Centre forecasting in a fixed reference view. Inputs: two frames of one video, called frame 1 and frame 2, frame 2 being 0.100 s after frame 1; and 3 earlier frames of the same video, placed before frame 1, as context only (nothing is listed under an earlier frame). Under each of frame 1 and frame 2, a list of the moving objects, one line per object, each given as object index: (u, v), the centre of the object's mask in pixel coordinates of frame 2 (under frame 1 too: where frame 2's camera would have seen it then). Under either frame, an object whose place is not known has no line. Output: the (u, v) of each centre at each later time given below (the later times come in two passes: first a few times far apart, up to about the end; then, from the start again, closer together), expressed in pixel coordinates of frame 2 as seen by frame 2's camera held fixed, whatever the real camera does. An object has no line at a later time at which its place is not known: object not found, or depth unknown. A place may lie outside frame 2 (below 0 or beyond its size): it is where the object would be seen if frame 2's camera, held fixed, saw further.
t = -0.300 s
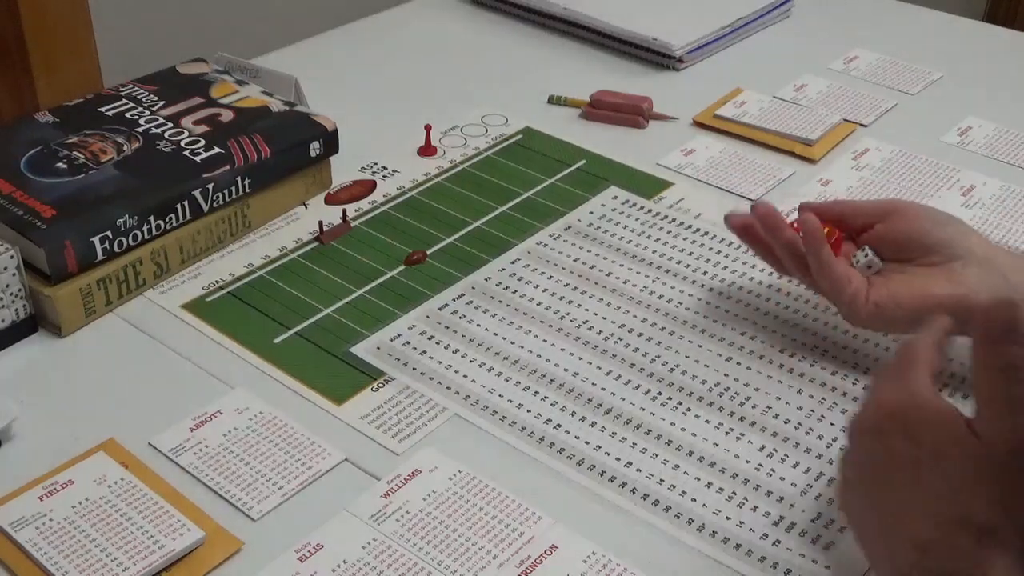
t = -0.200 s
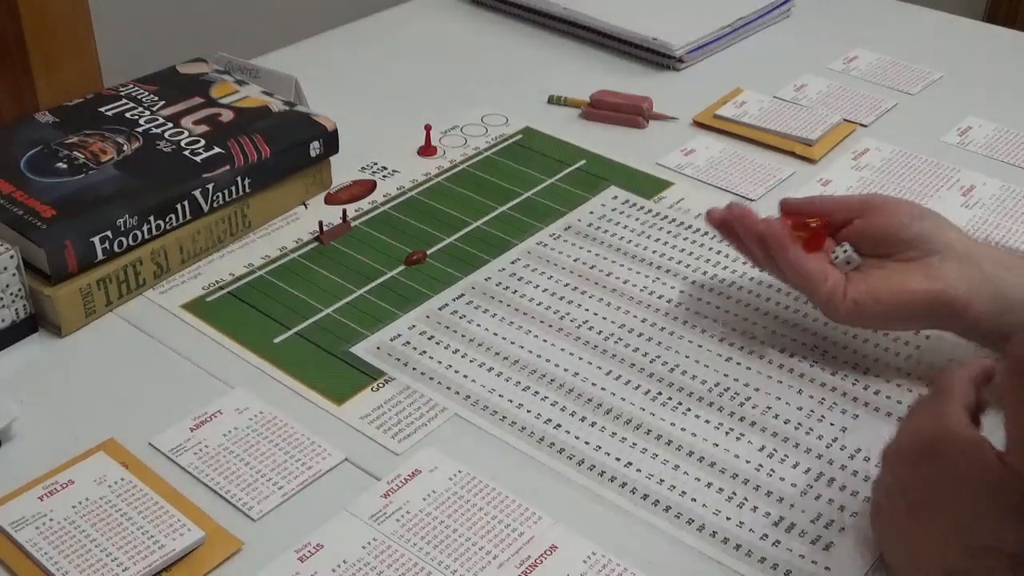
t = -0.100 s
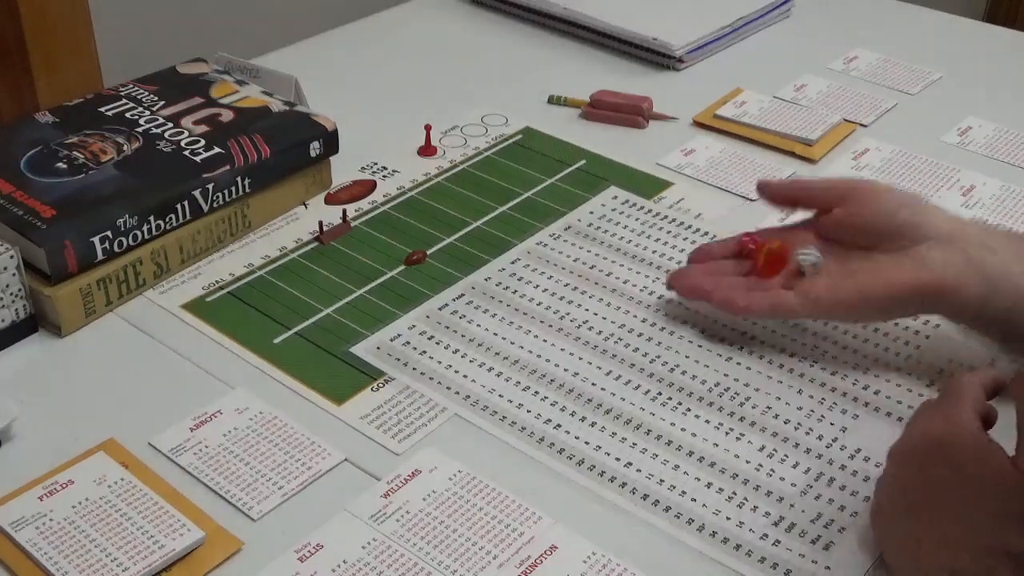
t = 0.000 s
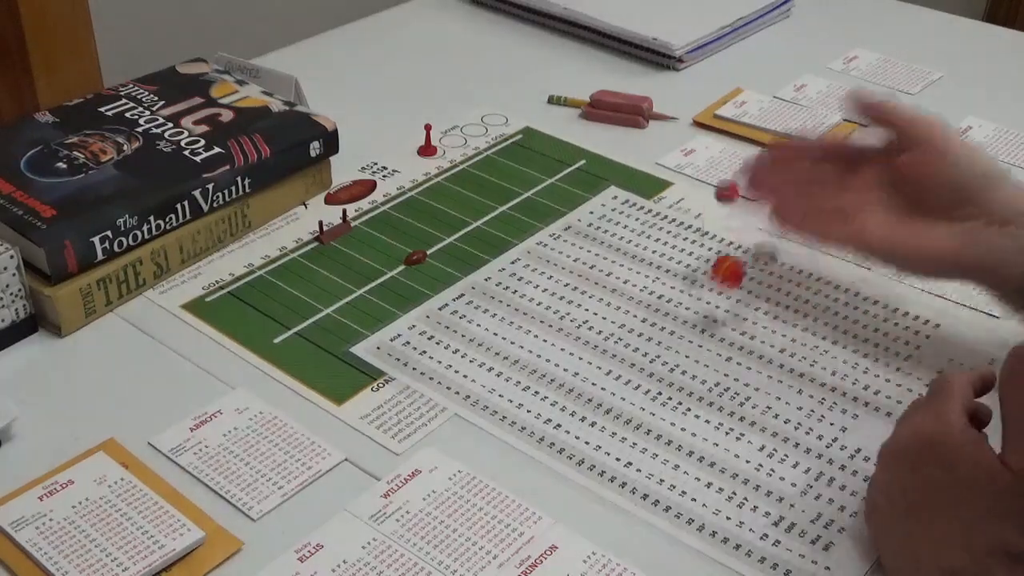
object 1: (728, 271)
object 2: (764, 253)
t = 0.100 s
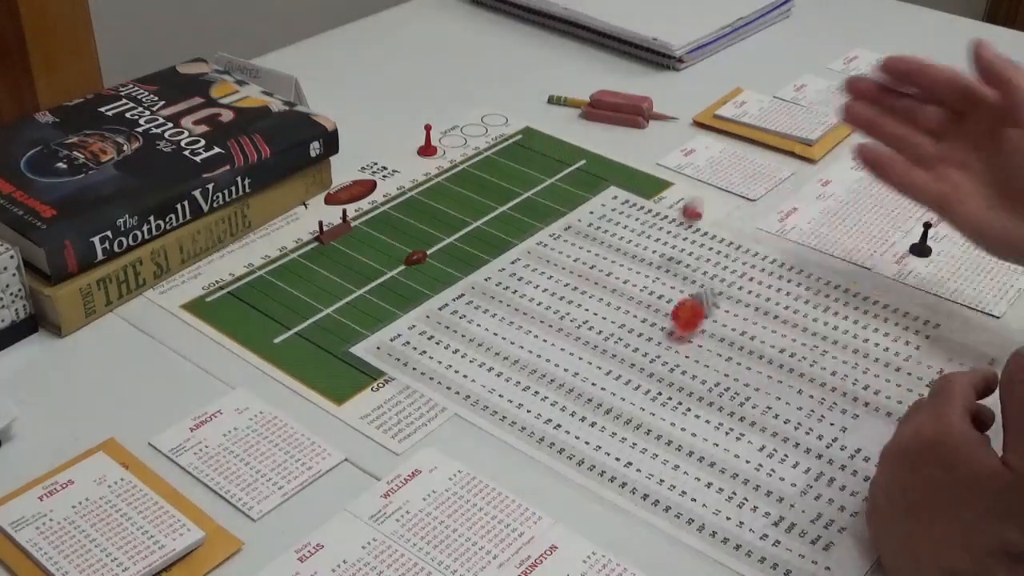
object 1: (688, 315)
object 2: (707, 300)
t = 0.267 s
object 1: (645, 353)
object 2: (654, 286)
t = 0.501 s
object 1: (630, 364)
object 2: (653, 286)
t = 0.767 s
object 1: (630, 364)
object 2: (653, 286)
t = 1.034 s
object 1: (630, 364)
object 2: (653, 286)
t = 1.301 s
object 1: (630, 364)
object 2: (653, 286)
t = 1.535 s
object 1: (630, 364)
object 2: (653, 286)
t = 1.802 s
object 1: (630, 364)
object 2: (653, 286)
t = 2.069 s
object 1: (630, 364)
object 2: (653, 286)
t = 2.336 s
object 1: (630, 364)
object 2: (653, 286)
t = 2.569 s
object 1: (630, 364)
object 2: (653, 286)
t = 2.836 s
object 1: (630, 364)
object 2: (653, 286)
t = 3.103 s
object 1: (630, 364)
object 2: (653, 286)
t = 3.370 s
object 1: (630, 364)
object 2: (653, 286)
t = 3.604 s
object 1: (630, 364)
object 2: (653, 286)
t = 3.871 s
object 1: (630, 364)
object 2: (653, 286)
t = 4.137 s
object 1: (630, 364)
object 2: (653, 286)
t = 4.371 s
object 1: (630, 364)
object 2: (653, 286)
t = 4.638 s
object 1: (630, 364)
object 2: (653, 286)
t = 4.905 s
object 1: (630, 364)
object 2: (653, 286)
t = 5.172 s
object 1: (630, 364)
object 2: (653, 286)
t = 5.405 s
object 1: (630, 364)
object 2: (653, 286)
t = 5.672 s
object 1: (630, 364)
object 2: (653, 286)
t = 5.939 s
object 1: (630, 364)
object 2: (653, 286)
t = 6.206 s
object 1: (630, 364)
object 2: (653, 286)
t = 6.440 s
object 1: (630, 364)
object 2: (653, 286)
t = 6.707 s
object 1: (630, 364)
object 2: (653, 286)
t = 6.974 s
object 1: (630, 364)
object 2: (653, 286)
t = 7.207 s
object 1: (630, 364)
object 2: (653, 286)
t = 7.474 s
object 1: (630, 364)
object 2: (653, 286)
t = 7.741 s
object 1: (630, 364)
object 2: (653, 286)
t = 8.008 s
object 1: (630, 364)
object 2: (653, 286)
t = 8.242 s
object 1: (630, 364)
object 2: (653, 286)
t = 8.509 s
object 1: (630, 364)
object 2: (653, 286)
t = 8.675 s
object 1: (630, 364)
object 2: (653, 286)
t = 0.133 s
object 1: (676, 327)
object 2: (690, 296)
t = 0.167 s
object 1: (668, 336)
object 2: (678, 293)
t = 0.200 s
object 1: (660, 341)
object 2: (667, 290)
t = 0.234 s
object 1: (653, 347)
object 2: (659, 287)
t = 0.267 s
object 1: (645, 353)
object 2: (654, 286)
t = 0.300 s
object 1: (639, 358)
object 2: (653, 286)
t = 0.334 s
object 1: (634, 361)
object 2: (653, 286)
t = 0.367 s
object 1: (631, 363)
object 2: (653, 286)
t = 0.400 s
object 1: (630, 364)
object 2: (653, 286)
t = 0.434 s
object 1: (630, 364)
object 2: (653, 286)
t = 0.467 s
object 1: (630, 364)
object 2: (653, 286)
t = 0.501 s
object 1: (630, 364)
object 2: (653, 286)
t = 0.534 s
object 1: (630, 364)
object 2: (653, 286)
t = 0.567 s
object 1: (630, 364)
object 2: (653, 286)
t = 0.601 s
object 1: (630, 364)
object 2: (653, 286)
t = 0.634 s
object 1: (630, 364)
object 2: (653, 286)
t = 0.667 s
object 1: (630, 364)
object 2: (653, 286)
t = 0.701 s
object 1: (630, 364)
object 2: (653, 286)
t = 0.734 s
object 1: (630, 364)
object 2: (653, 286)
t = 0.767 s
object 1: (630, 364)
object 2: (653, 286)
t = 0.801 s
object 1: (630, 364)
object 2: (653, 286)
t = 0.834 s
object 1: (630, 364)
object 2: (653, 286)
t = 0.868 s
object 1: (630, 364)
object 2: (653, 286)
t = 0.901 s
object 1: (630, 364)
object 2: (653, 286)
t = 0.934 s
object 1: (630, 364)
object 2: (653, 286)
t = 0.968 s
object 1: (630, 364)
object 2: (653, 286)
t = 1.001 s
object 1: (630, 364)
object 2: (653, 286)
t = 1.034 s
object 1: (630, 364)
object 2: (653, 286)
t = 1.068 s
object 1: (630, 364)
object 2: (653, 286)
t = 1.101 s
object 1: (630, 364)
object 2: (653, 286)
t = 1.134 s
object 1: (630, 364)
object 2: (653, 286)
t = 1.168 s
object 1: (630, 364)
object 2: (653, 286)
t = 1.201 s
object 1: (630, 364)
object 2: (653, 286)
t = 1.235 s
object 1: (630, 364)
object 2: (653, 286)
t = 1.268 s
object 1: (630, 364)
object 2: (653, 286)
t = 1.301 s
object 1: (630, 364)
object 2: (653, 286)
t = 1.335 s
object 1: (630, 364)
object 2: (653, 286)
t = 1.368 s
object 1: (630, 364)
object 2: (653, 286)
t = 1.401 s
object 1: (630, 364)
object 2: (653, 286)
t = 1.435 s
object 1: (630, 364)
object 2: (653, 286)
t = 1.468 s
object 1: (630, 364)
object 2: (653, 286)
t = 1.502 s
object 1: (630, 364)
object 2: (653, 286)
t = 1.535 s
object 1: (630, 364)
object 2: (653, 286)
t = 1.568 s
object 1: (630, 364)
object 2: (653, 286)
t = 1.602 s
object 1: (630, 364)
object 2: (653, 286)
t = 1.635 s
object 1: (630, 364)
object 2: (653, 286)
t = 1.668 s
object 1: (630, 364)
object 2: (653, 286)
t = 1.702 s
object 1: (630, 364)
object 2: (653, 286)
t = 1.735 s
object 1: (630, 364)
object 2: (653, 286)
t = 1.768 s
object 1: (630, 364)
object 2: (653, 286)
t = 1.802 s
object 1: (630, 364)
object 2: (653, 286)
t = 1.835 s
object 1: (630, 364)
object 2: (653, 286)
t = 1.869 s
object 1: (630, 364)
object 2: (653, 286)
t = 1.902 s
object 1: (630, 364)
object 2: (653, 286)
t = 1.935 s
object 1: (630, 364)
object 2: (653, 286)
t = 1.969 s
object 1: (630, 364)
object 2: (653, 286)
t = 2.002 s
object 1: (630, 364)
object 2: (653, 286)
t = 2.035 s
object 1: (630, 364)
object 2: (653, 286)
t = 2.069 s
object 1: (630, 364)
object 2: (653, 286)
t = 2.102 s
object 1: (630, 364)
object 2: (653, 286)
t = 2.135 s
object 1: (630, 364)
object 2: (653, 286)
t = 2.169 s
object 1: (630, 364)
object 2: (653, 286)
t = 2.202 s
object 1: (630, 364)
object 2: (653, 286)
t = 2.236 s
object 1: (630, 364)
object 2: (653, 286)
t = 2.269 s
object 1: (630, 364)
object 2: (653, 286)
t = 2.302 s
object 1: (630, 364)
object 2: (653, 286)
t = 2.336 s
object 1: (630, 364)
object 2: (653, 286)
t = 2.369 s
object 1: (630, 364)
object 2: (653, 286)
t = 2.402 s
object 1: (630, 364)
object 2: (653, 286)
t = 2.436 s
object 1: (630, 364)
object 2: (653, 286)
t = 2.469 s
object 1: (630, 364)
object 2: (653, 286)
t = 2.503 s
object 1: (630, 364)
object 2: (653, 286)
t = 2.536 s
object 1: (630, 364)
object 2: (653, 286)
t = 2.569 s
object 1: (630, 364)
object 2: (653, 286)
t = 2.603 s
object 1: (630, 364)
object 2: (653, 286)
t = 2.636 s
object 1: (630, 364)
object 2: (653, 286)
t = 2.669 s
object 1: (630, 364)
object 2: (653, 286)
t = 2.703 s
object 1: (630, 364)
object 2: (653, 286)
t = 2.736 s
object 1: (630, 364)
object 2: (653, 286)
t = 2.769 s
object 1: (630, 364)
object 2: (653, 286)
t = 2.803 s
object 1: (630, 364)
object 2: (653, 286)
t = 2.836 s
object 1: (630, 364)
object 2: (653, 286)
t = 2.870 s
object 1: (630, 364)
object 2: (653, 286)
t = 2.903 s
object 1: (630, 364)
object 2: (653, 286)
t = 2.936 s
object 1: (630, 364)
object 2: (653, 286)
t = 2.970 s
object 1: (630, 364)
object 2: (653, 286)
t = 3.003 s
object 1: (630, 364)
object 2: (653, 286)
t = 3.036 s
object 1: (630, 364)
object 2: (653, 286)
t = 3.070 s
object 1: (630, 364)
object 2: (653, 286)
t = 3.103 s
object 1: (630, 364)
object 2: (653, 286)
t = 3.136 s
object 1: (630, 364)
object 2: (653, 286)
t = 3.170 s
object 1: (630, 364)
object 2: (653, 286)
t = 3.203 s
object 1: (630, 364)
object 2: (653, 286)
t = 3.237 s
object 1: (630, 364)
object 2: (653, 286)
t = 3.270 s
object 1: (630, 364)
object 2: (653, 286)
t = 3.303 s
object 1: (630, 364)
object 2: (653, 286)
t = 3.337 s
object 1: (630, 364)
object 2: (653, 286)
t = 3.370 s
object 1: (630, 364)
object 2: (653, 286)
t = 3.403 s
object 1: (630, 364)
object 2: (653, 286)
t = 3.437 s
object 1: (630, 364)
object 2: (653, 286)
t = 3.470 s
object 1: (630, 364)
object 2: (653, 286)
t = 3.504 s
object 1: (630, 364)
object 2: (653, 286)
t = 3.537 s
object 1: (630, 364)
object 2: (653, 286)
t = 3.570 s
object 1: (630, 364)
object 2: (653, 286)
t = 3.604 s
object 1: (630, 364)
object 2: (653, 286)
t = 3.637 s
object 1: (630, 364)
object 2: (653, 286)
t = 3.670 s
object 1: (630, 364)
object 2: (653, 286)
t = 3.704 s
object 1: (630, 364)
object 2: (653, 286)
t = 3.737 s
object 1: (630, 364)
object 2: (653, 286)
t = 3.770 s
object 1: (630, 364)
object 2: (653, 286)
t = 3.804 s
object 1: (630, 364)
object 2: (653, 286)
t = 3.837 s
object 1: (630, 364)
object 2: (653, 286)
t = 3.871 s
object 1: (630, 364)
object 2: (653, 286)
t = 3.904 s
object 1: (630, 364)
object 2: (653, 286)
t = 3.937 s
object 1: (630, 364)
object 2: (653, 286)
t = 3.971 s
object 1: (630, 364)
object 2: (653, 286)
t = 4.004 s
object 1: (630, 364)
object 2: (653, 286)
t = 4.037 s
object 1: (630, 364)
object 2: (653, 286)
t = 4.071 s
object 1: (630, 364)
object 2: (653, 286)
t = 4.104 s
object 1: (630, 364)
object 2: (653, 286)
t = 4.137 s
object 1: (630, 364)
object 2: (653, 286)
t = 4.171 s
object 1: (630, 364)
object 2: (653, 286)
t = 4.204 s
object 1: (630, 364)
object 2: (653, 286)
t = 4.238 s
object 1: (630, 364)
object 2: (653, 286)
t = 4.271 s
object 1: (630, 364)
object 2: (653, 286)
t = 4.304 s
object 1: (630, 364)
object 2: (653, 286)
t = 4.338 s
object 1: (630, 364)
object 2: (653, 286)
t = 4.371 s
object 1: (630, 364)
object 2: (653, 286)
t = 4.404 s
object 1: (630, 364)
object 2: (653, 286)
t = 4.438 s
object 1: (630, 364)
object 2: (653, 286)
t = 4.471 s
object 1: (630, 364)
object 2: (653, 286)
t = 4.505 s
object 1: (630, 364)
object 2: (653, 286)
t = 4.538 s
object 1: (630, 364)
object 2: (653, 286)
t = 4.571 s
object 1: (630, 364)
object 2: (653, 286)
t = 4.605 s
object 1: (630, 364)
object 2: (653, 286)
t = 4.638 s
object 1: (630, 364)
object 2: (653, 286)
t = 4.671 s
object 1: (630, 364)
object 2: (653, 286)
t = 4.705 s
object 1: (630, 364)
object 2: (653, 286)
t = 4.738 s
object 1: (630, 364)
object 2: (653, 286)
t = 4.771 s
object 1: (630, 364)
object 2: (653, 286)
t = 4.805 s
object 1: (630, 364)
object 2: (653, 286)
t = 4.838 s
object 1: (630, 364)
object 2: (653, 286)
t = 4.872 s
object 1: (630, 364)
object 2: (653, 286)
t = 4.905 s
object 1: (630, 364)
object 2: (653, 286)
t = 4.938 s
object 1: (630, 364)
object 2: (653, 286)
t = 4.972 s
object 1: (630, 364)
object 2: (653, 286)
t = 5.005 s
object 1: (630, 364)
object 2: (653, 286)
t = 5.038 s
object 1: (630, 364)
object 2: (653, 286)
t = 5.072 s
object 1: (630, 364)
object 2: (653, 286)
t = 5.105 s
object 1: (630, 364)
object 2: (653, 286)
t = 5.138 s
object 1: (630, 364)
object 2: (653, 286)
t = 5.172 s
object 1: (630, 364)
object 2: (653, 286)
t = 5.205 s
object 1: (630, 364)
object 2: (653, 286)
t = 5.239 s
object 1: (630, 364)
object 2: (653, 286)
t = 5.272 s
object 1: (630, 364)
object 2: (653, 286)
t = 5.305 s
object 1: (630, 364)
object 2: (653, 286)
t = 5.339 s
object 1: (630, 364)
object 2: (653, 286)
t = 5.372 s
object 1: (630, 364)
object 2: (653, 286)
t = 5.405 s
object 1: (630, 364)
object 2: (653, 286)
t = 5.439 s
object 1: (630, 364)
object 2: (653, 286)
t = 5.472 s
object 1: (630, 364)
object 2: (653, 286)
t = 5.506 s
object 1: (630, 364)
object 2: (653, 286)
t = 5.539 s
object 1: (630, 364)
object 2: (653, 286)
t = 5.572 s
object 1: (630, 364)
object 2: (653, 286)
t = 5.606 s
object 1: (630, 364)
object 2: (653, 286)
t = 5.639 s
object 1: (630, 364)
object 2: (653, 286)
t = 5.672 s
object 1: (630, 364)
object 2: (653, 286)
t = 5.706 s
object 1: (630, 364)
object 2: (653, 286)
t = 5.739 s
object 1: (630, 364)
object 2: (653, 286)
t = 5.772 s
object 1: (630, 364)
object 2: (653, 286)
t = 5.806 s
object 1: (630, 364)
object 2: (653, 286)
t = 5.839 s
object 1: (630, 364)
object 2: (653, 286)
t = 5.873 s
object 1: (630, 364)
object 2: (653, 286)
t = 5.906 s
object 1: (630, 364)
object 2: (653, 286)
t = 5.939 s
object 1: (630, 364)
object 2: (653, 286)
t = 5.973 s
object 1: (630, 364)
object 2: (653, 286)
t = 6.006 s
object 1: (630, 364)
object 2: (653, 286)
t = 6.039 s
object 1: (630, 364)
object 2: (653, 286)
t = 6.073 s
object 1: (630, 364)
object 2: (653, 286)
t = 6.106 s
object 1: (630, 364)
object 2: (653, 286)
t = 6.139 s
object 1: (630, 364)
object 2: (653, 286)
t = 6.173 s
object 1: (630, 364)
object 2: (653, 286)
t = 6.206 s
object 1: (630, 364)
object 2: (653, 286)
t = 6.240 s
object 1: (630, 364)
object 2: (653, 286)
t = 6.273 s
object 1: (630, 364)
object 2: (653, 286)
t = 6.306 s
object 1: (630, 364)
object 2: (653, 286)
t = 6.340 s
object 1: (630, 364)
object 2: (653, 286)
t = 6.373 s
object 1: (630, 364)
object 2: (653, 286)
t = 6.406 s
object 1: (630, 364)
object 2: (653, 286)
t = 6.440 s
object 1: (630, 364)
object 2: (653, 286)
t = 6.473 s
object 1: (630, 364)
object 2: (653, 286)
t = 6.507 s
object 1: (630, 364)
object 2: (653, 286)
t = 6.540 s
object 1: (630, 364)
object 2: (653, 286)
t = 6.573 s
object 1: (630, 364)
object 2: (653, 286)
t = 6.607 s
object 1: (630, 364)
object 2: (653, 286)
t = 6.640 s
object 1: (630, 364)
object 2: (653, 286)
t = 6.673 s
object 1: (630, 364)
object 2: (653, 286)
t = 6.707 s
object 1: (630, 364)
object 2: (653, 286)
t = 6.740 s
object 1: (630, 364)
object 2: (653, 286)
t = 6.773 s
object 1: (630, 364)
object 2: (653, 286)
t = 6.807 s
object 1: (630, 364)
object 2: (653, 286)
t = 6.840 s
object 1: (630, 364)
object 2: (653, 286)
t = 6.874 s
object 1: (630, 364)
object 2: (653, 286)
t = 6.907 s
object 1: (630, 364)
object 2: (653, 286)
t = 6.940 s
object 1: (630, 364)
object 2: (653, 286)
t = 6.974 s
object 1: (630, 364)
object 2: (653, 286)
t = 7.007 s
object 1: (630, 364)
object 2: (653, 286)
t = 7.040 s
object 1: (630, 364)
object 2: (653, 286)
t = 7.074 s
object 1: (630, 364)
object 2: (653, 286)
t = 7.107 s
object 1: (630, 364)
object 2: (653, 286)
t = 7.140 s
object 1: (630, 364)
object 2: (653, 286)
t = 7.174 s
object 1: (630, 364)
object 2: (653, 286)
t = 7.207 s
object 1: (630, 364)
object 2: (653, 286)
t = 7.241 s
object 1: (630, 364)
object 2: (653, 286)
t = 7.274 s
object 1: (630, 364)
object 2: (653, 286)
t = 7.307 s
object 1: (630, 364)
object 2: (653, 286)
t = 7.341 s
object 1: (630, 364)
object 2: (653, 286)
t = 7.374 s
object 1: (630, 364)
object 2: (653, 286)
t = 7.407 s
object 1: (630, 364)
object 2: (653, 286)
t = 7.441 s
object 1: (630, 364)
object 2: (653, 286)
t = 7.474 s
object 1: (630, 364)
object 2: (653, 286)
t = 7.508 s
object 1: (630, 364)
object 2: (653, 286)
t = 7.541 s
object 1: (630, 364)
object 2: (653, 286)
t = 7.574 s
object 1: (630, 364)
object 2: (653, 286)
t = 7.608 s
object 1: (630, 364)
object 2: (653, 286)
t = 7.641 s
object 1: (630, 364)
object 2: (653, 286)
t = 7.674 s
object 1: (630, 364)
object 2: (653, 286)
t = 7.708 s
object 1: (630, 364)
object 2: (653, 286)
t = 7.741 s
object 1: (630, 364)
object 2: (653, 286)
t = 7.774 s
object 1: (630, 364)
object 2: (653, 286)
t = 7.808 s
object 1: (630, 364)
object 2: (653, 286)
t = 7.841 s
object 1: (630, 364)
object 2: (653, 286)
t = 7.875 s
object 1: (630, 364)
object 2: (653, 286)
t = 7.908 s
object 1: (630, 364)
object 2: (653, 286)
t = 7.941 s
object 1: (630, 364)
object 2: (653, 286)
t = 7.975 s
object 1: (630, 364)
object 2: (653, 286)
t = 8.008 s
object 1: (630, 364)
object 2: (653, 286)
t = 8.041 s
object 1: (630, 364)
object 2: (653, 286)
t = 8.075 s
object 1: (630, 364)
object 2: (653, 286)
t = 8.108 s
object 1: (630, 364)
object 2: (653, 286)
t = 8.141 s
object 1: (630, 364)
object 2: (653, 286)
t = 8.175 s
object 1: (630, 364)
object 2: (653, 286)
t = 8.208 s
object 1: (630, 364)
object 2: (653, 286)
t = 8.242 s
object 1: (630, 364)
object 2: (653, 286)
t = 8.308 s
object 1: (630, 364)
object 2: (653, 286)
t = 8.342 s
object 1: (630, 364)
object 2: (653, 286)
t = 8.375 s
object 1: (630, 364)
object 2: (653, 286)
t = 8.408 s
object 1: (630, 364)
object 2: (653, 286)
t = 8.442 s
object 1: (630, 364)
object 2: (653, 286)
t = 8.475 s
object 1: (630, 364)
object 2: (653, 286)
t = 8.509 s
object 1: (630, 364)
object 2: (653, 286)
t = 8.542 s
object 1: (630, 364)
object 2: (653, 286)
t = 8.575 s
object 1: (630, 364)
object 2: (653, 286)
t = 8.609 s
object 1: (630, 364)
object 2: (653, 286)
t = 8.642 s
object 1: (630, 364)
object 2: (653, 286)
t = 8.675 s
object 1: (630, 364)
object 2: (653, 286)
